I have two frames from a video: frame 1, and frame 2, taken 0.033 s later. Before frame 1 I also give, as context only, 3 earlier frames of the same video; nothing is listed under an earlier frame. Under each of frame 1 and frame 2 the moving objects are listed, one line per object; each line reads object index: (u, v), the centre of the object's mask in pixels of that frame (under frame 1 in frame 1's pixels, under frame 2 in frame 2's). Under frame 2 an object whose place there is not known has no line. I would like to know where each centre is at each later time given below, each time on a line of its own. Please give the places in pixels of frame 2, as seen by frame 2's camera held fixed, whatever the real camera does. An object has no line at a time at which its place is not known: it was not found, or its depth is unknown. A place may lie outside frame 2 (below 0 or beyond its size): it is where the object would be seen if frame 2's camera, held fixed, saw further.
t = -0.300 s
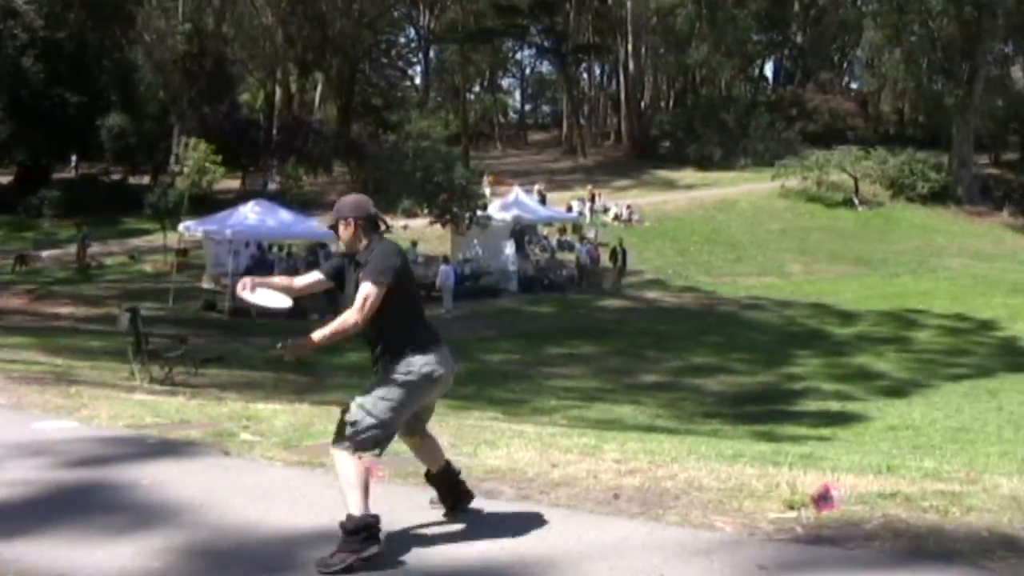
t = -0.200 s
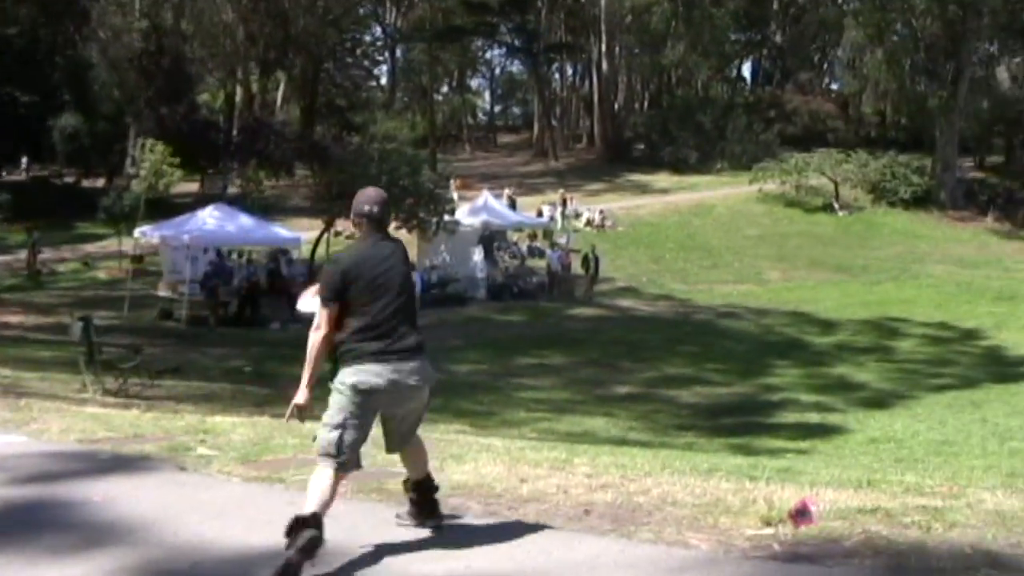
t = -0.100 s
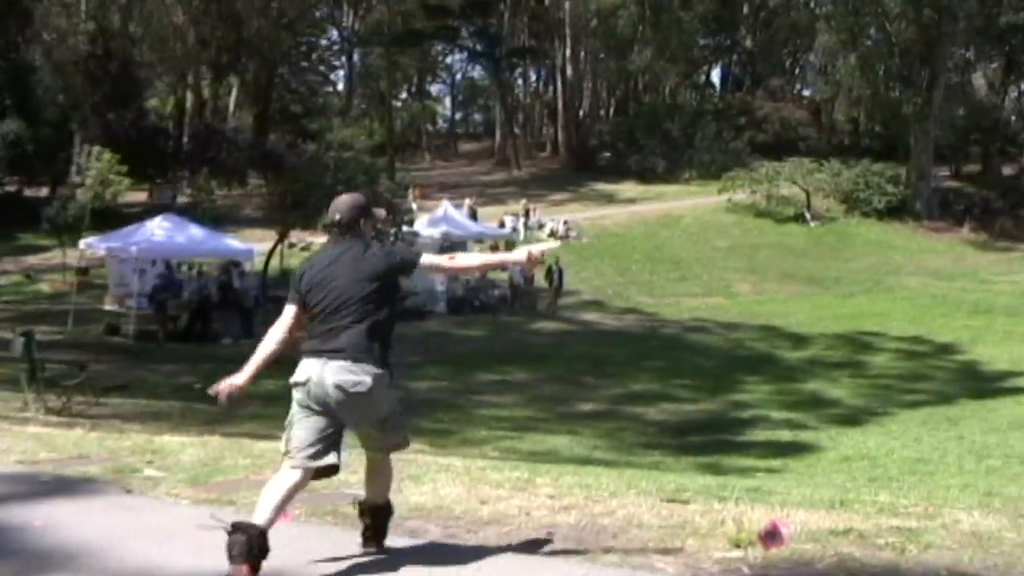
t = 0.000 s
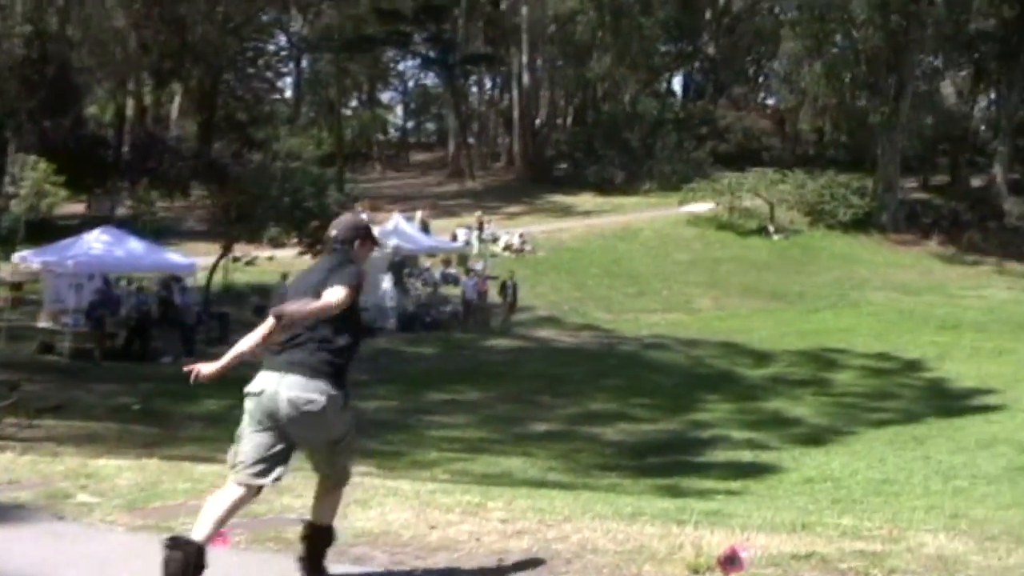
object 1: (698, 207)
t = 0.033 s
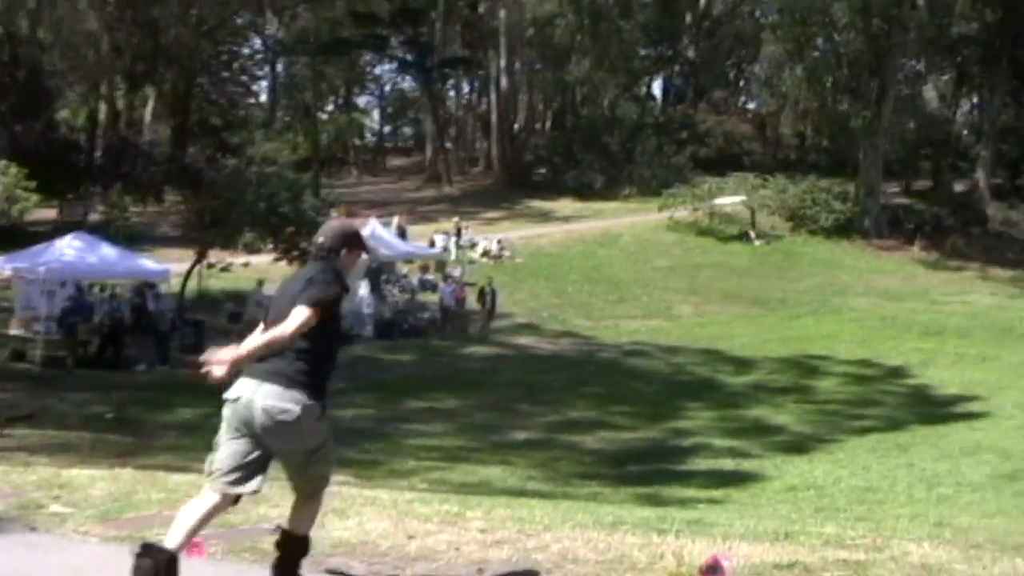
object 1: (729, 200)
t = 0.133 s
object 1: (847, 172)
